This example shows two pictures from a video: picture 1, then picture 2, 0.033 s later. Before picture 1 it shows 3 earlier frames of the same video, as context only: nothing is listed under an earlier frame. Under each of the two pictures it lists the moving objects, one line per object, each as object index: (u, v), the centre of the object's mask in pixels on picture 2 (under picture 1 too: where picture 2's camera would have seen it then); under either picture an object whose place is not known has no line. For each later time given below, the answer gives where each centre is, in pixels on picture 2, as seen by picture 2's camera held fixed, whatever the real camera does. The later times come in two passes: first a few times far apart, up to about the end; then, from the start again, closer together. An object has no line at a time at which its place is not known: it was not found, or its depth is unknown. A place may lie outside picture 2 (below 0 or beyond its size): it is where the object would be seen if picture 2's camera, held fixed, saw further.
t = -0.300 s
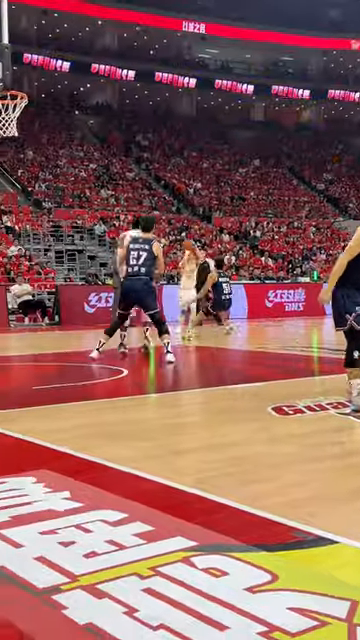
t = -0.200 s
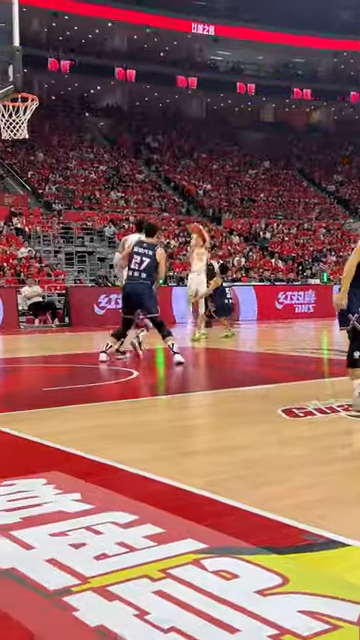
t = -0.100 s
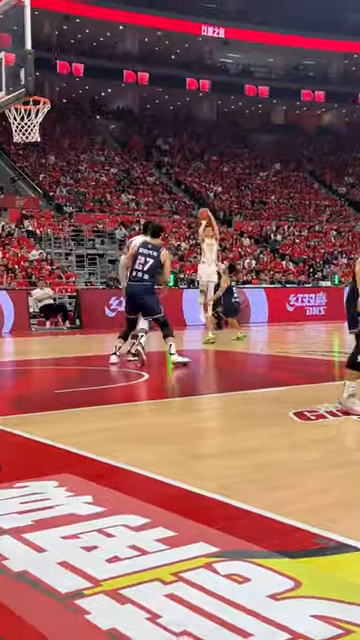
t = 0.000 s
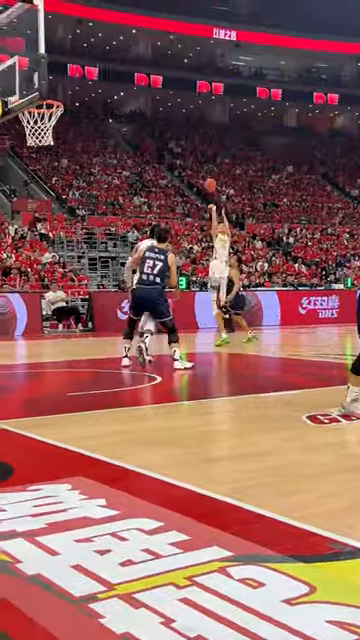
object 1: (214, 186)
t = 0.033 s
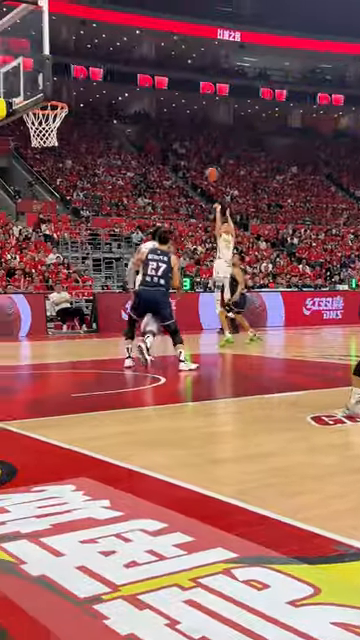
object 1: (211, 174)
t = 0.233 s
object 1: (193, 110)
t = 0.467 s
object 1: (169, 53)
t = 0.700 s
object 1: (139, 19)
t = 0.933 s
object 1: (104, 17)
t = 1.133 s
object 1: (66, 53)
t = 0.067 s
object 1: (208, 163)
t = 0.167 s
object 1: (200, 131)
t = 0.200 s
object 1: (197, 120)
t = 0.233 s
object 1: (193, 110)
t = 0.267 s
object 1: (190, 101)
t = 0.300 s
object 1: (186, 92)
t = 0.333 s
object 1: (183, 83)
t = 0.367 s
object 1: (180, 75)
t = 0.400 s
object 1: (176, 67)
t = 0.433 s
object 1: (172, 60)
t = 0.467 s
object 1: (169, 53)
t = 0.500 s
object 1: (166, 46)
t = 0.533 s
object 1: (161, 40)
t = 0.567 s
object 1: (157, 35)
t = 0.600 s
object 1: (153, 30)
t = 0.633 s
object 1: (148, 25)
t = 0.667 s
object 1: (144, 21)
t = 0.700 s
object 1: (139, 19)
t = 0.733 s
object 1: (135, 17)
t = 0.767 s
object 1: (130, 15)
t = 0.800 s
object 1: (126, 14)
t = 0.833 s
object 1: (120, 14)
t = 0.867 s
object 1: (114, 14)
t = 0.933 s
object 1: (104, 17)
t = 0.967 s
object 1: (98, 20)
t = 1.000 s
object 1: (91, 25)
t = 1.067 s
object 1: (79, 38)
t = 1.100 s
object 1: (72, 46)
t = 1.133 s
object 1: (66, 53)
